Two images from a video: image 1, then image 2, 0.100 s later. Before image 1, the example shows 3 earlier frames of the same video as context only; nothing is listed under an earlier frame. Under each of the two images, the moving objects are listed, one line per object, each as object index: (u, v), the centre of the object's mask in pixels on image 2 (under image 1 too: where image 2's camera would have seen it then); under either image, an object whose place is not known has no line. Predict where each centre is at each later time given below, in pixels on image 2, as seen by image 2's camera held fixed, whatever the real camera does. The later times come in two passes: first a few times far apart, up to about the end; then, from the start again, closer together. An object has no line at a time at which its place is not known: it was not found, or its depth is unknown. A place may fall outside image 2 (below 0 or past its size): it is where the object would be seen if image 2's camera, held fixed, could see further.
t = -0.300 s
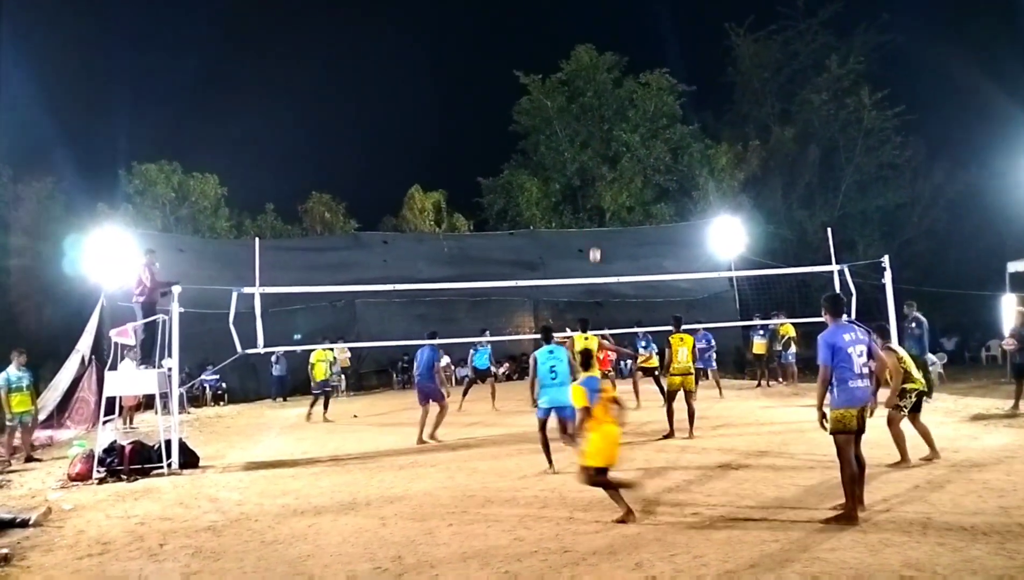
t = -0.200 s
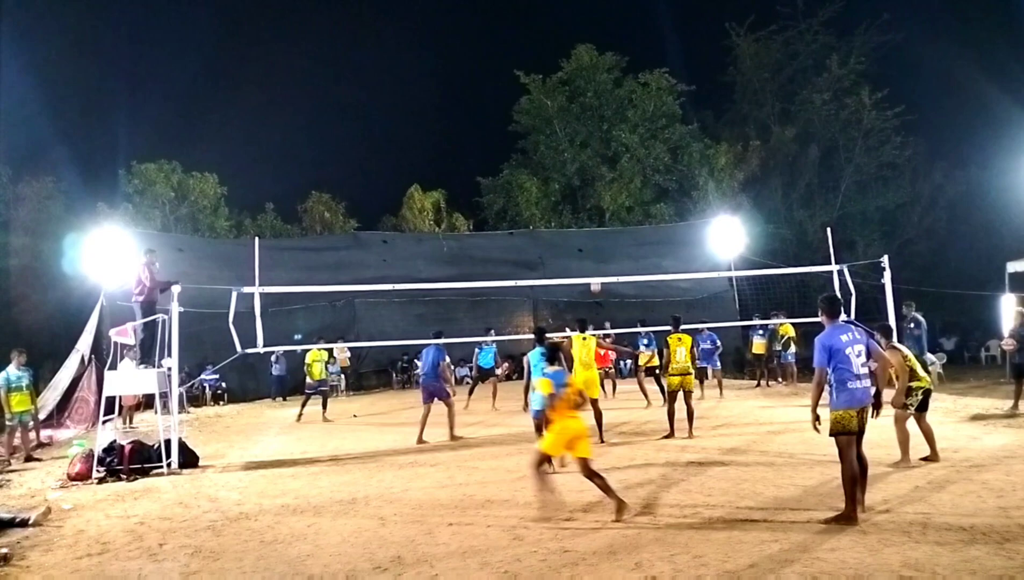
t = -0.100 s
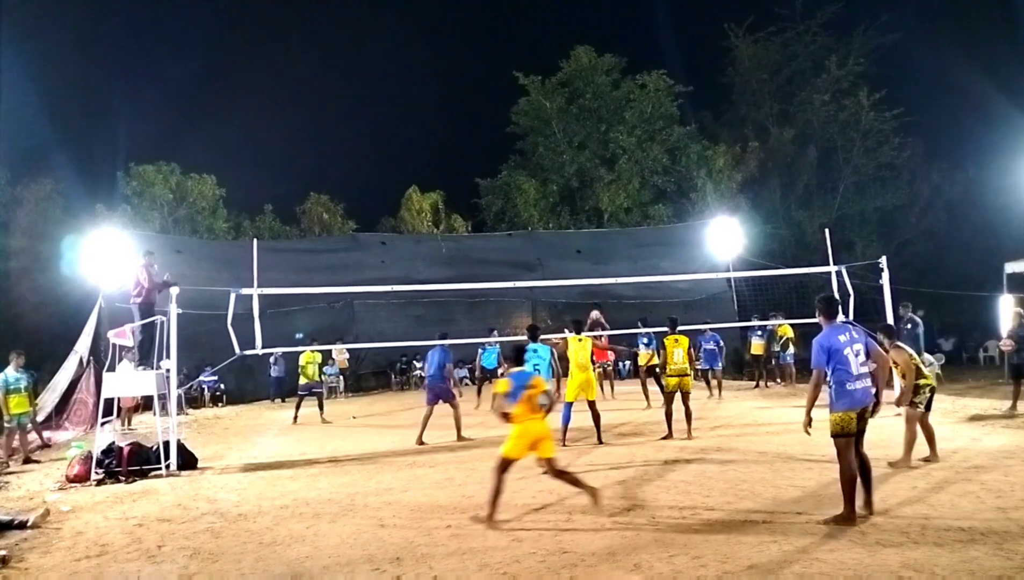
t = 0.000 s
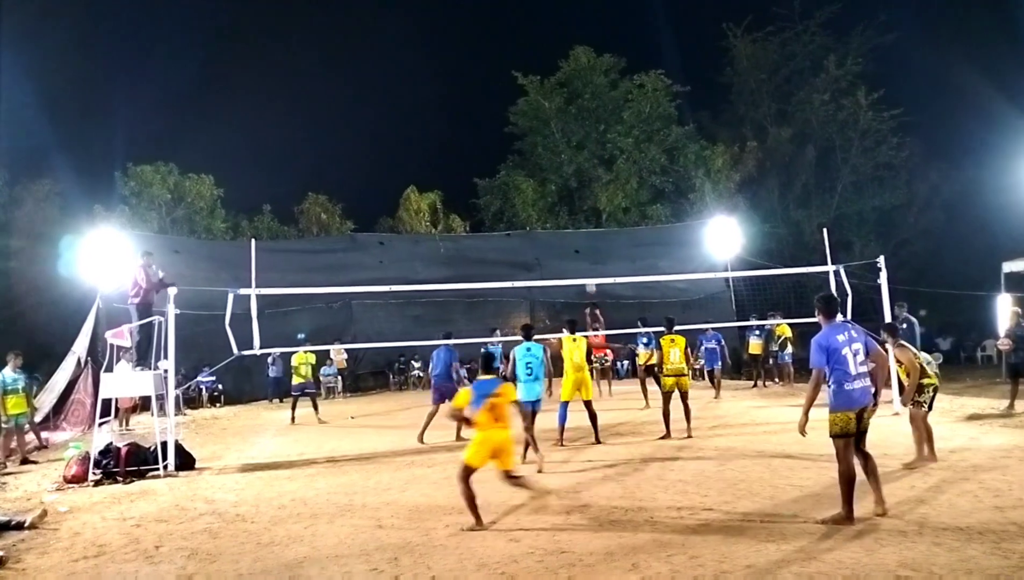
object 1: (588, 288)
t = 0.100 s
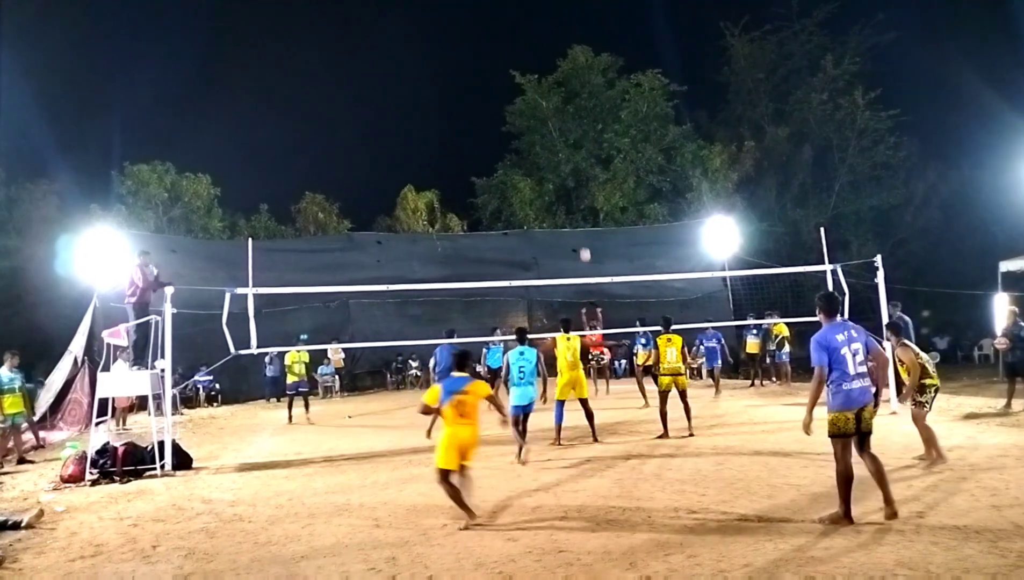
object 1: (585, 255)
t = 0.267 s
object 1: (581, 212)
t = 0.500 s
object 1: (576, 170)
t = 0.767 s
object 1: (572, 150)
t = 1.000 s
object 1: (571, 159)
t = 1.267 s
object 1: (571, 202)
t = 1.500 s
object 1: (572, 270)
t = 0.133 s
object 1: (584, 246)
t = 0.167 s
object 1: (583, 236)
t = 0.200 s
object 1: (582, 228)
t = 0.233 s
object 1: (582, 220)
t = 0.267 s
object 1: (581, 212)
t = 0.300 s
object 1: (580, 205)
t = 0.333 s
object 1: (580, 198)
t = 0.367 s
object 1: (579, 192)
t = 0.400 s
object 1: (578, 186)
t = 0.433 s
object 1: (578, 180)
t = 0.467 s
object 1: (577, 175)
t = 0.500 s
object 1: (576, 170)
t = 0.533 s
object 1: (575, 166)
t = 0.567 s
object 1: (575, 162)
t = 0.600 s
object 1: (574, 159)
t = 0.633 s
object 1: (574, 156)
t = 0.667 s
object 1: (573, 154)
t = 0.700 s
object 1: (573, 152)
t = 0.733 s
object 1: (573, 151)
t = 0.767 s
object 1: (572, 150)
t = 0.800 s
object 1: (572, 150)
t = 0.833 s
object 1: (572, 150)
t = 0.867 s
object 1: (571, 151)
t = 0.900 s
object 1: (571, 152)
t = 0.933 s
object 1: (571, 154)
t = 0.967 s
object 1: (571, 156)
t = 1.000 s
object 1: (571, 159)
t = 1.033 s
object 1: (571, 162)
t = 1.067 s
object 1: (571, 166)
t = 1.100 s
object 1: (571, 171)
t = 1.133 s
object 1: (571, 176)
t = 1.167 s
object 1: (571, 182)
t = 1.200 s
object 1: (571, 188)
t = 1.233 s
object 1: (571, 195)
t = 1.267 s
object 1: (571, 202)
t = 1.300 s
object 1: (571, 210)
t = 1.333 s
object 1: (571, 219)
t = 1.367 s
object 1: (571, 228)
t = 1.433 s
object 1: (571, 249)
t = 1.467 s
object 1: (571, 259)
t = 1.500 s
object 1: (572, 270)
